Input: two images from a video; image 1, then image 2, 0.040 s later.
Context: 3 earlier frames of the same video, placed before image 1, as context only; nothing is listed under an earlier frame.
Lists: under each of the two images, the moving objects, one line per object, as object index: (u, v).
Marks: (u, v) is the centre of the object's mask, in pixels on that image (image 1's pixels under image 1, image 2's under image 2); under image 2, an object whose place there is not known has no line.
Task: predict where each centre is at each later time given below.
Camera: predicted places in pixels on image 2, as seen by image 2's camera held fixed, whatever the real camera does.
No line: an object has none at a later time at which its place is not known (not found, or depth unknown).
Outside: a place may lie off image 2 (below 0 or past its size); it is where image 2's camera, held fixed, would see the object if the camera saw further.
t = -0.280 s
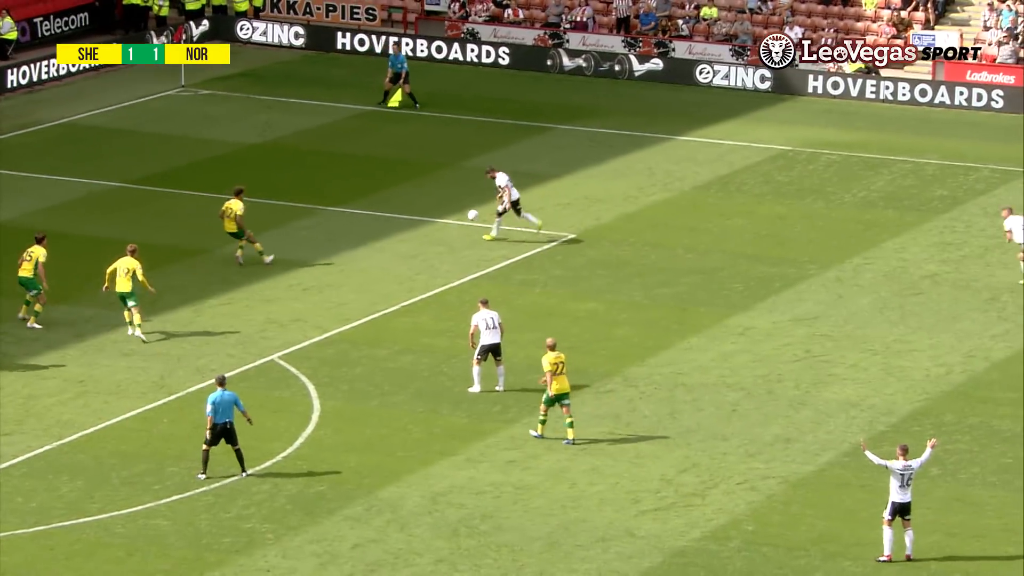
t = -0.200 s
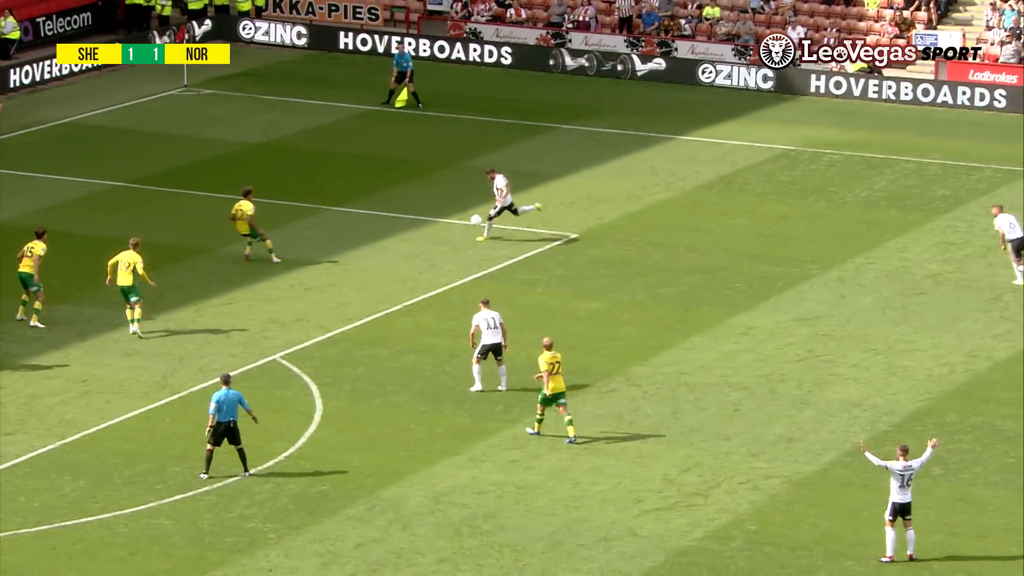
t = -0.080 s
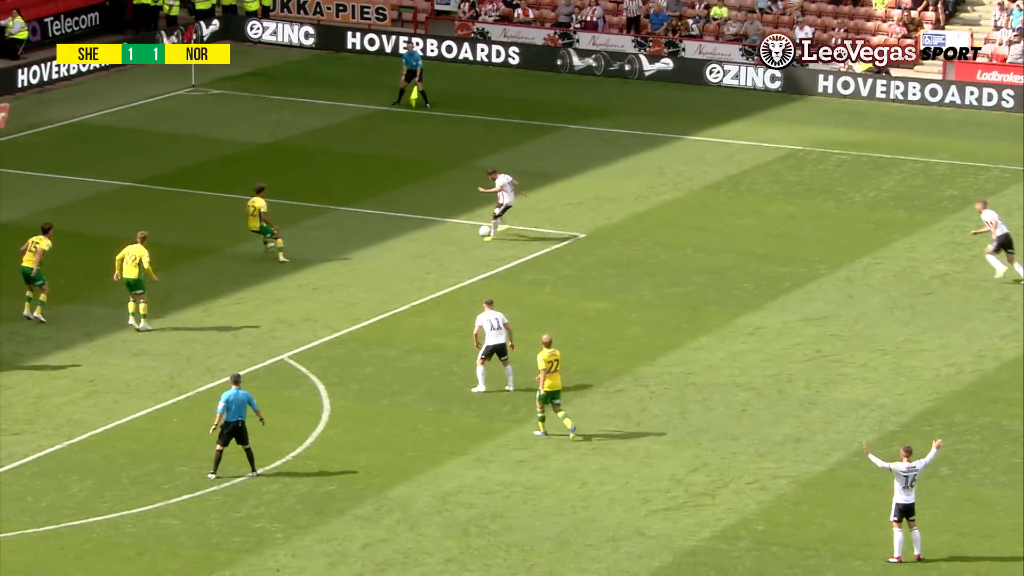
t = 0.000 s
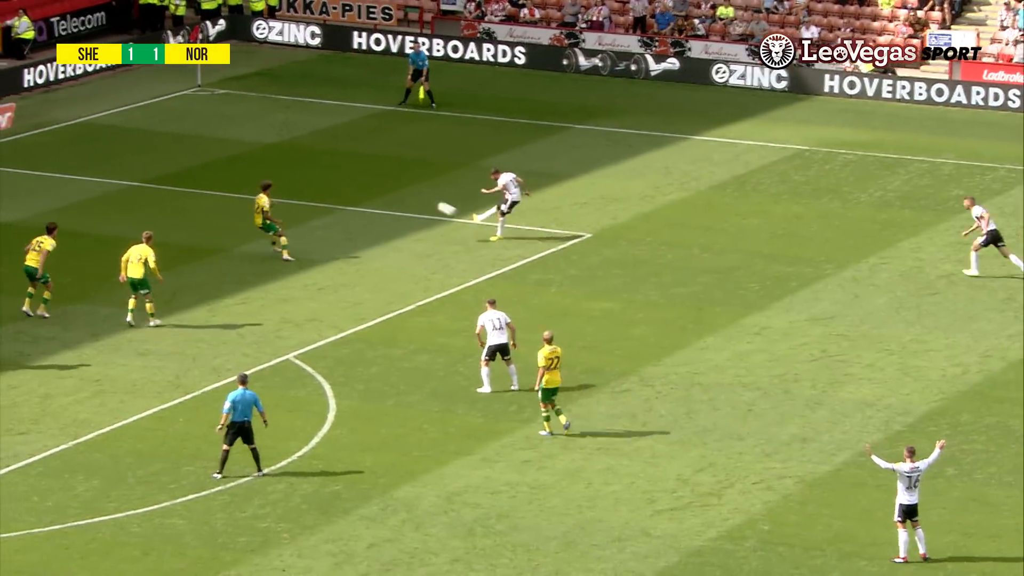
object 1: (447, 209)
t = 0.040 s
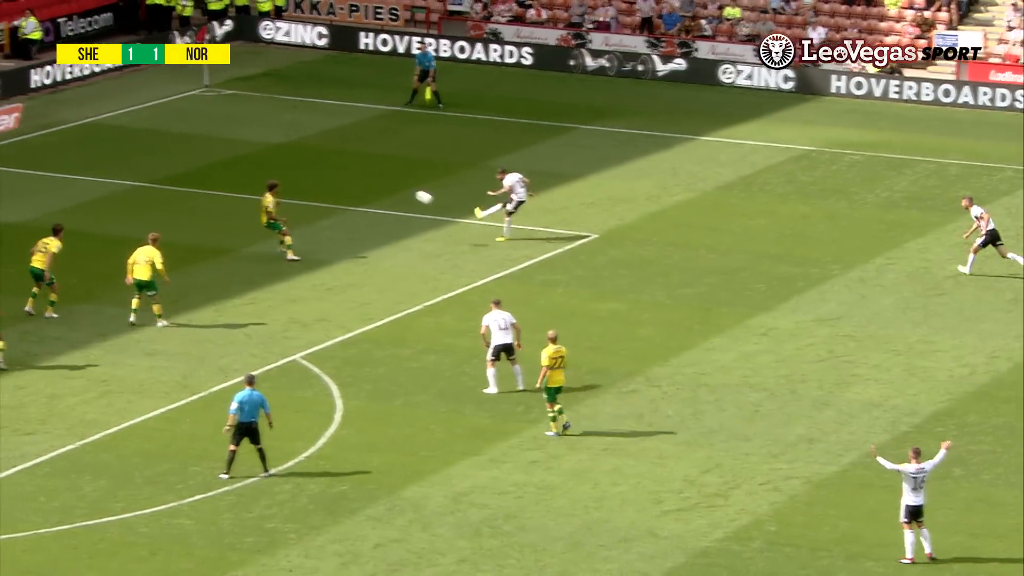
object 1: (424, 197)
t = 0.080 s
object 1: (396, 186)
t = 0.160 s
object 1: (343, 164)
